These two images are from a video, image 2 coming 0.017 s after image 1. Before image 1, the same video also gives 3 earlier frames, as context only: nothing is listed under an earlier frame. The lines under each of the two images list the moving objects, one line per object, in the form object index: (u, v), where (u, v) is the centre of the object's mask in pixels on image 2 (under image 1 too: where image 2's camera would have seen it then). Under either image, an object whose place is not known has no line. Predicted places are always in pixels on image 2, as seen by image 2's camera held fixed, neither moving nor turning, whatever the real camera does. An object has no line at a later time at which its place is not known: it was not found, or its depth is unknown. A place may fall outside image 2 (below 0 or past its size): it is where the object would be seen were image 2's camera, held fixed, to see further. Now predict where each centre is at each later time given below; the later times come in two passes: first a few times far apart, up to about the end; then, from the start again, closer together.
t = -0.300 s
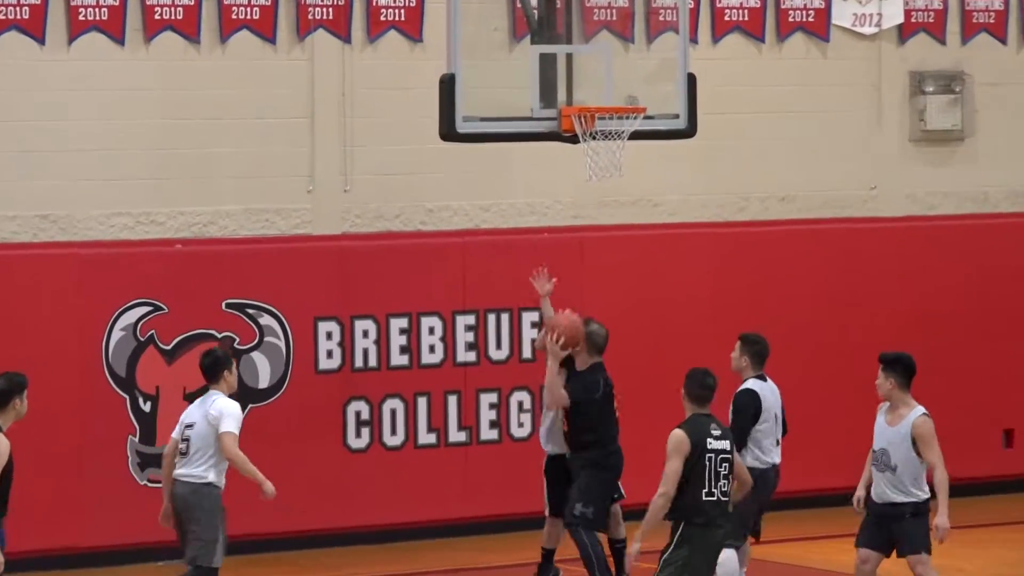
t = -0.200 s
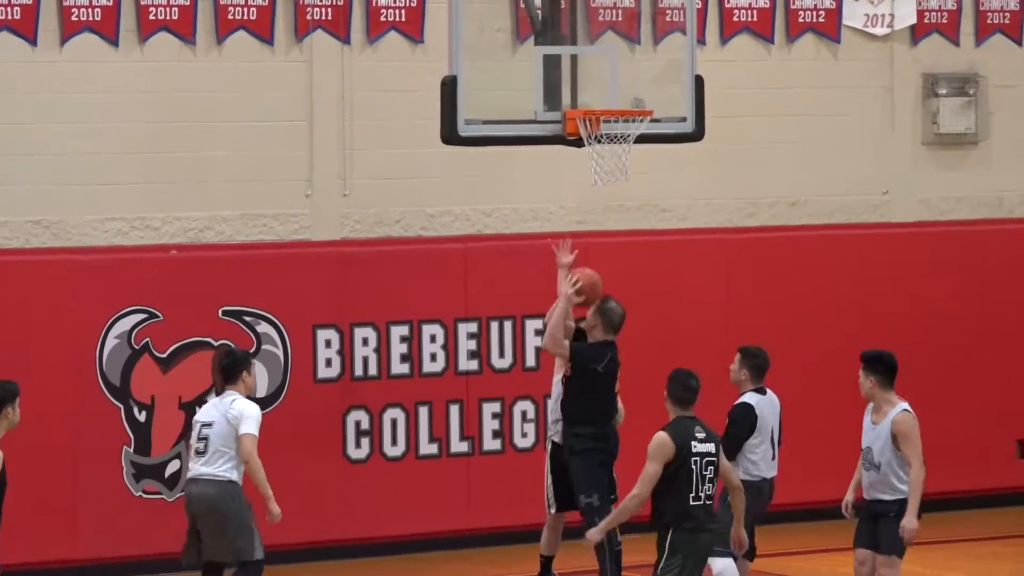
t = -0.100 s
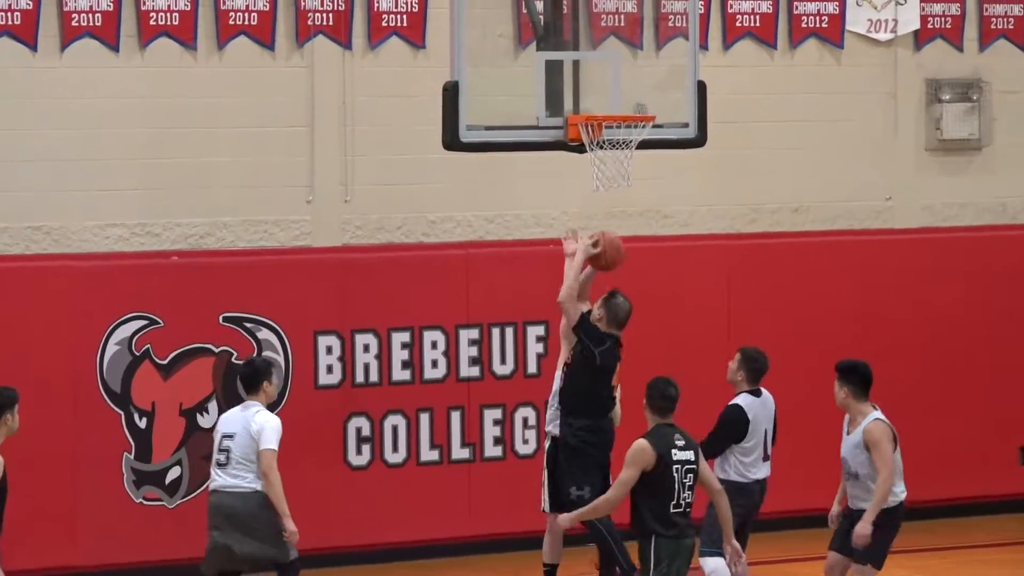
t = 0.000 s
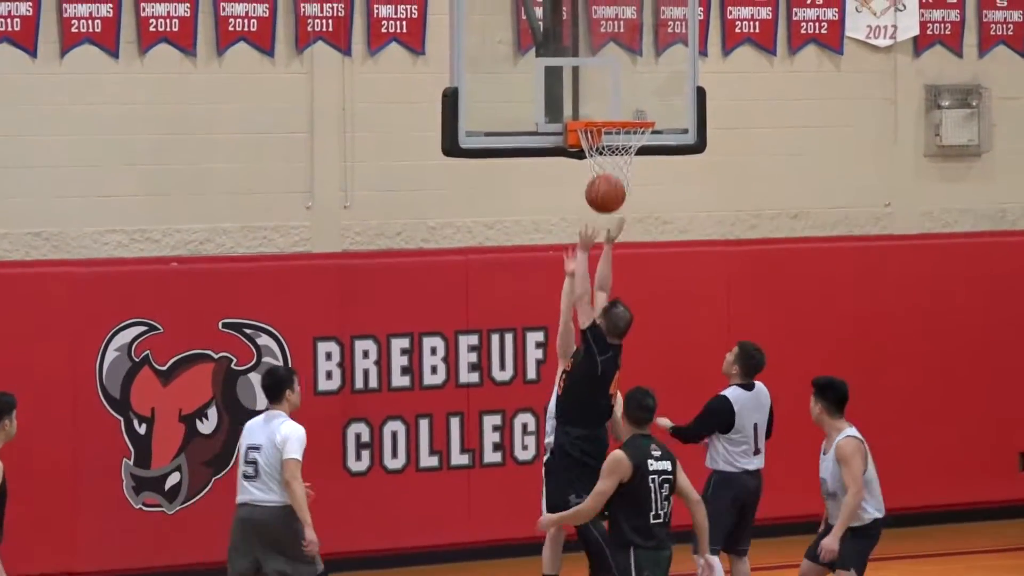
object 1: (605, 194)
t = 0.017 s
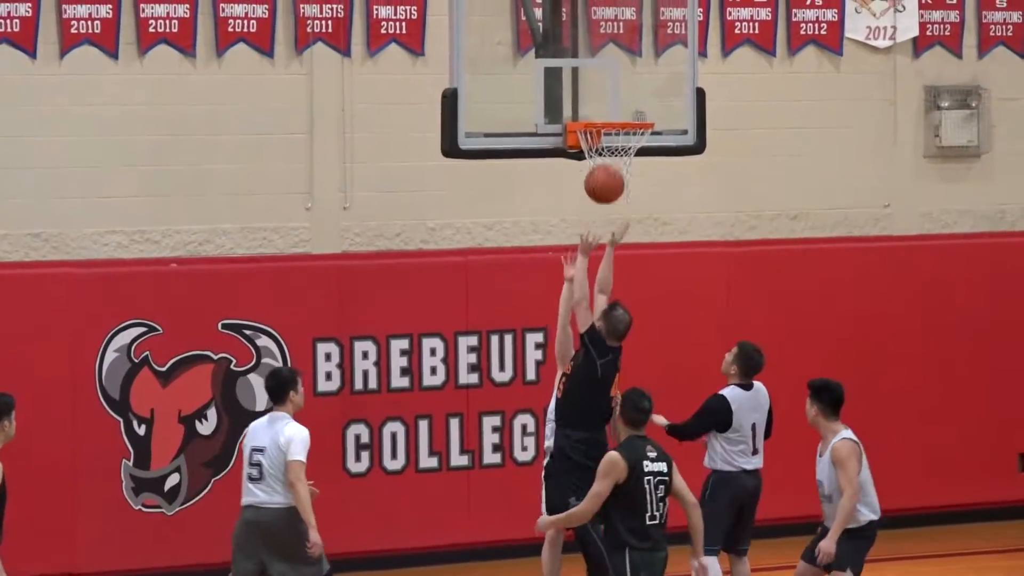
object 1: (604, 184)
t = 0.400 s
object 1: (594, 67)
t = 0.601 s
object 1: (608, 91)
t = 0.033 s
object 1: (603, 174)
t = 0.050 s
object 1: (603, 164)
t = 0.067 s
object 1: (603, 155)
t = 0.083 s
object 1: (602, 146)
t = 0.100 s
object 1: (601, 138)
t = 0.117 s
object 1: (600, 129)
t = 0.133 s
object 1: (600, 122)
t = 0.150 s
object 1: (600, 116)
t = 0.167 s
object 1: (600, 109)
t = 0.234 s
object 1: (598, 88)
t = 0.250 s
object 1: (598, 84)
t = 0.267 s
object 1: (598, 80)
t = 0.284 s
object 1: (597, 77)
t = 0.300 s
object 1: (597, 74)
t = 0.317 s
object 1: (596, 72)
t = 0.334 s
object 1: (596, 70)
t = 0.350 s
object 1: (596, 69)
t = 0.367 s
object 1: (595, 67)
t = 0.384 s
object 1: (595, 67)
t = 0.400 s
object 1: (594, 67)
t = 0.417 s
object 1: (594, 67)
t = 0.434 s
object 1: (594, 68)
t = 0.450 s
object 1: (594, 69)
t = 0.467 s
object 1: (593, 70)
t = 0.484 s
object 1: (592, 72)
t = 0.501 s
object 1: (592, 74)
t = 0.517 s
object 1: (594, 77)
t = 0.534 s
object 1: (596, 79)
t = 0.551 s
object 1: (599, 82)
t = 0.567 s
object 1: (602, 85)
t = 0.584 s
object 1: (605, 88)
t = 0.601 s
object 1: (608, 91)
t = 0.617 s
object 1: (611, 96)
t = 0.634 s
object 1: (614, 100)
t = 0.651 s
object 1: (617, 104)
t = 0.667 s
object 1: (620, 107)
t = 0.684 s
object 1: (623, 110)
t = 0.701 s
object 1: (625, 124)
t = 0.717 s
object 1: (626, 132)
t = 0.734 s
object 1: (632, 139)
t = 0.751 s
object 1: (634, 146)
